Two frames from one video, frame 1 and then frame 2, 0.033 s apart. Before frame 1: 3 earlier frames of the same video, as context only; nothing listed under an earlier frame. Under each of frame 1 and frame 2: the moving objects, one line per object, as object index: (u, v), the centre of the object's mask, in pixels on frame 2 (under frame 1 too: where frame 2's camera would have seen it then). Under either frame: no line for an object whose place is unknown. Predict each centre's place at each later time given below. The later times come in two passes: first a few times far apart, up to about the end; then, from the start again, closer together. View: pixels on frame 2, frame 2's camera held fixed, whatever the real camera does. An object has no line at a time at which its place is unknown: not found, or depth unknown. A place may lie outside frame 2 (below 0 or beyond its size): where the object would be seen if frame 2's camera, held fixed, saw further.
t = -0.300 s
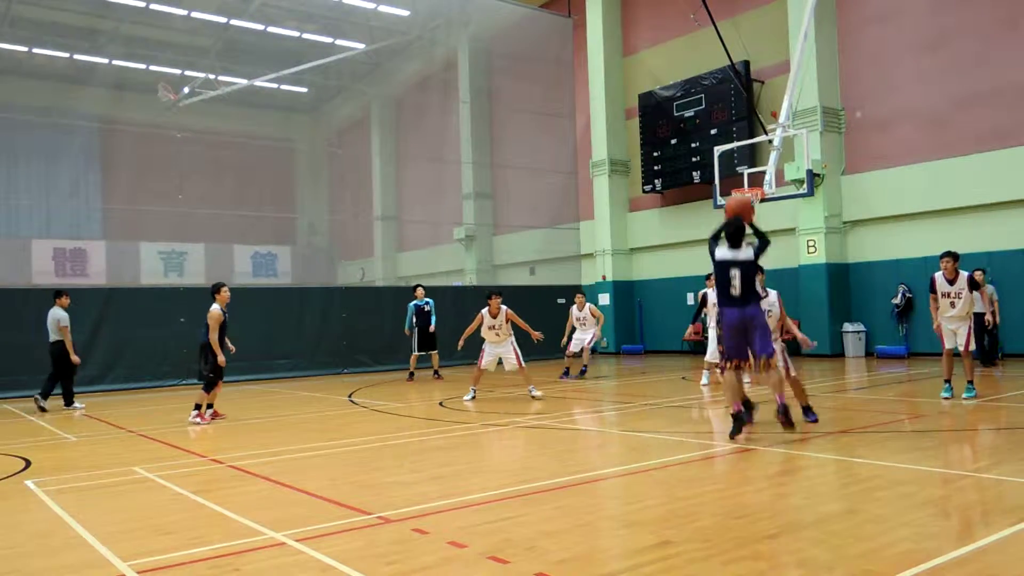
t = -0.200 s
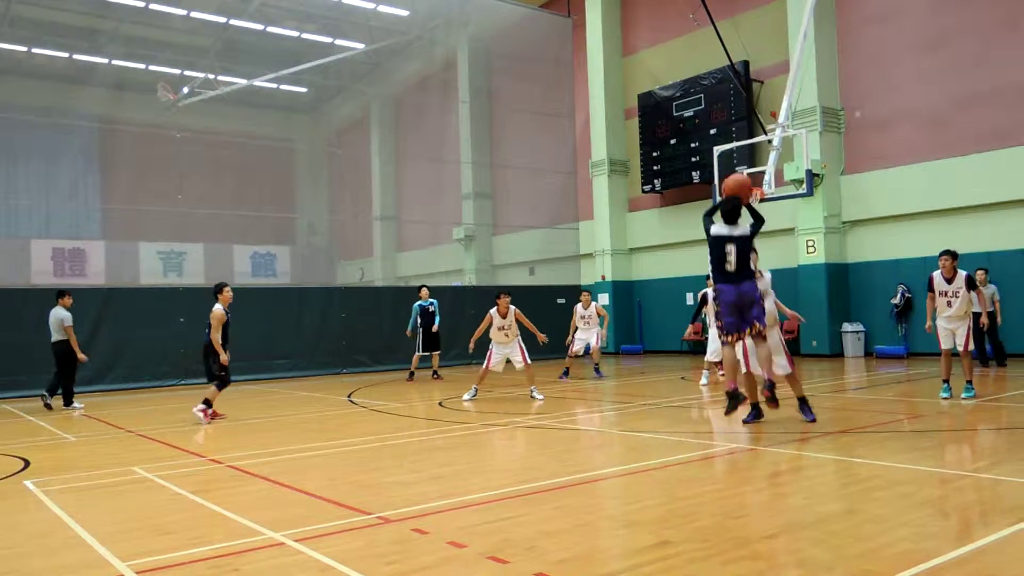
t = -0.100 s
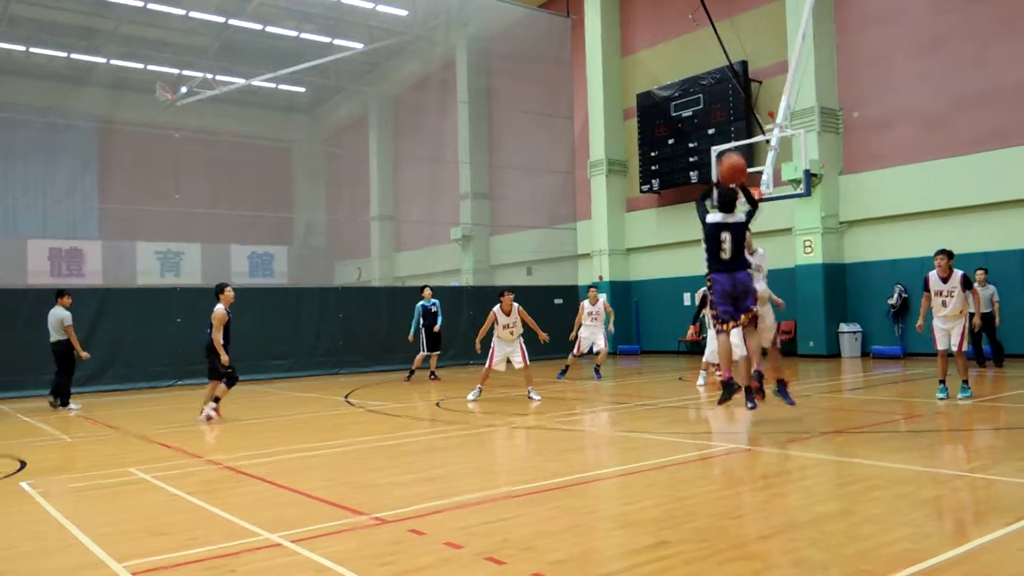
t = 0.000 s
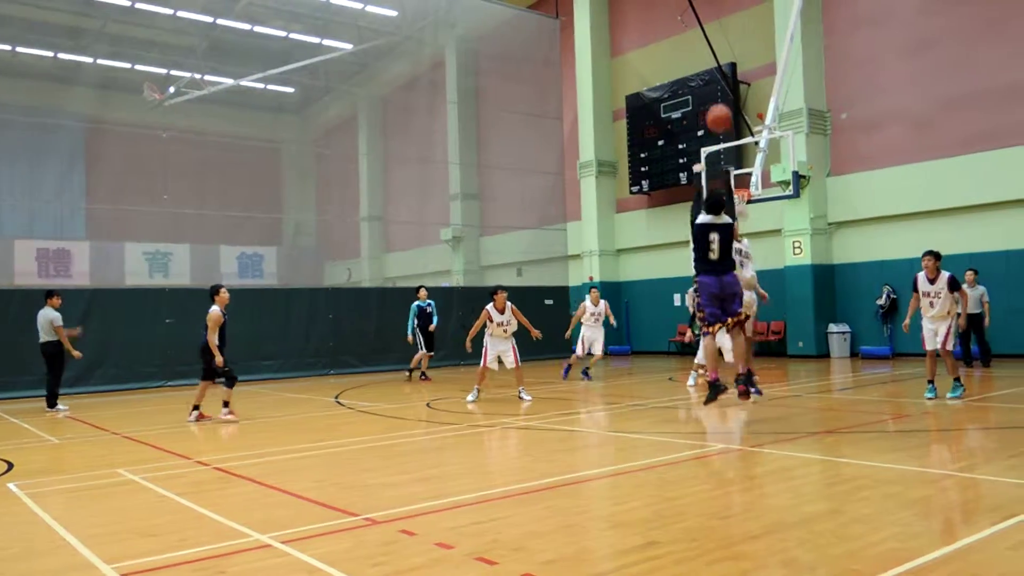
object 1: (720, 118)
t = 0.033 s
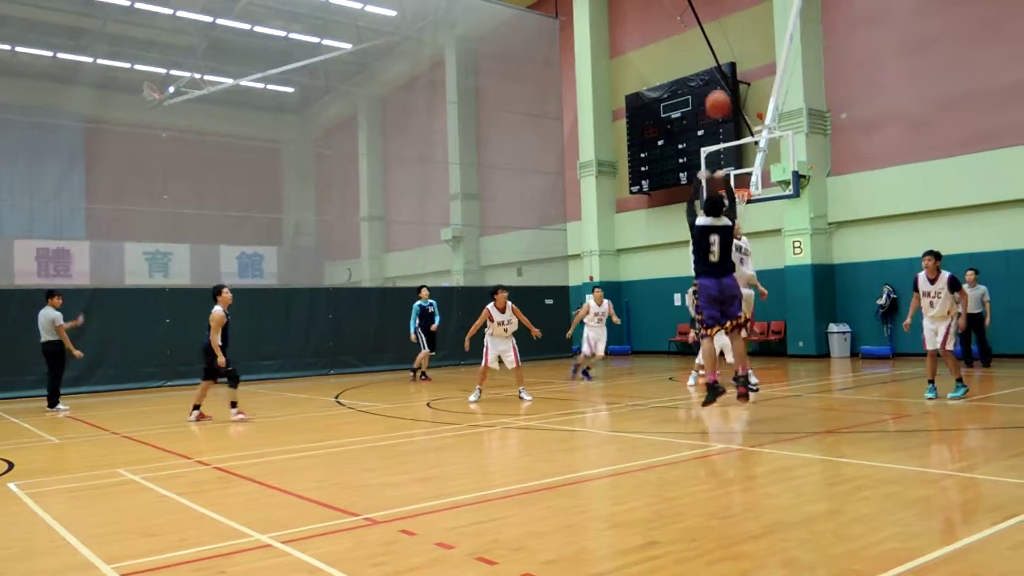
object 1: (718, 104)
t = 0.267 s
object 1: (713, 49)
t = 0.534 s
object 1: (712, 51)
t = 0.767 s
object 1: (710, 90)
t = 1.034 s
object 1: (713, 163)
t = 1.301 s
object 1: (685, 187)
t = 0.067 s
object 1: (717, 91)
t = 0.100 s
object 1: (716, 81)
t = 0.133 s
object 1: (716, 73)
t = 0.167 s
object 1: (715, 66)
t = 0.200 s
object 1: (714, 59)
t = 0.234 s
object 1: (713, 54)
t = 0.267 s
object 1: (713, 49)
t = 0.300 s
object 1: (713, 46)
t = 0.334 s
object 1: (713, 45)
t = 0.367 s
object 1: (712, 44)
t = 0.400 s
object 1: (712, 44)
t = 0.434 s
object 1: (712, 45)
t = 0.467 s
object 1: (712, 46)
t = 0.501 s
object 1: (712, 49)
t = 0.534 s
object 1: (712, 51)
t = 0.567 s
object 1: (711, 56)
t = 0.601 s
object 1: (712, 60)
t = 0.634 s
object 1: (711, 65)
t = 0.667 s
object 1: (710, 71)
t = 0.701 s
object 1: (711, 77)
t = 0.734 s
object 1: (711, 83)
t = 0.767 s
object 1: (710, 90)
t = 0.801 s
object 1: (711, 97)
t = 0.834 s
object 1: (711, 106)
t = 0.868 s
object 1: (711, 114)
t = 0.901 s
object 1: (711, 123)
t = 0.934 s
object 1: (712, 132)
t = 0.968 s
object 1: (713, 141)
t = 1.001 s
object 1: (713, 153)
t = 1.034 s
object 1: (713, 163)
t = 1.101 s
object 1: (714, 185)
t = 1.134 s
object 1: (711, 186)
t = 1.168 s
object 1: (705, 185)
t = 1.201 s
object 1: (700, 183)
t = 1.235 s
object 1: (694, 185)
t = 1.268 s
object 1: (690, 186)
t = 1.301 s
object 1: (685, 187)
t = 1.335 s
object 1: (681, 189)
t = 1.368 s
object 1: (675, 191)
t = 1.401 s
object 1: (672, 195)
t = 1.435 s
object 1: (667, 198)
